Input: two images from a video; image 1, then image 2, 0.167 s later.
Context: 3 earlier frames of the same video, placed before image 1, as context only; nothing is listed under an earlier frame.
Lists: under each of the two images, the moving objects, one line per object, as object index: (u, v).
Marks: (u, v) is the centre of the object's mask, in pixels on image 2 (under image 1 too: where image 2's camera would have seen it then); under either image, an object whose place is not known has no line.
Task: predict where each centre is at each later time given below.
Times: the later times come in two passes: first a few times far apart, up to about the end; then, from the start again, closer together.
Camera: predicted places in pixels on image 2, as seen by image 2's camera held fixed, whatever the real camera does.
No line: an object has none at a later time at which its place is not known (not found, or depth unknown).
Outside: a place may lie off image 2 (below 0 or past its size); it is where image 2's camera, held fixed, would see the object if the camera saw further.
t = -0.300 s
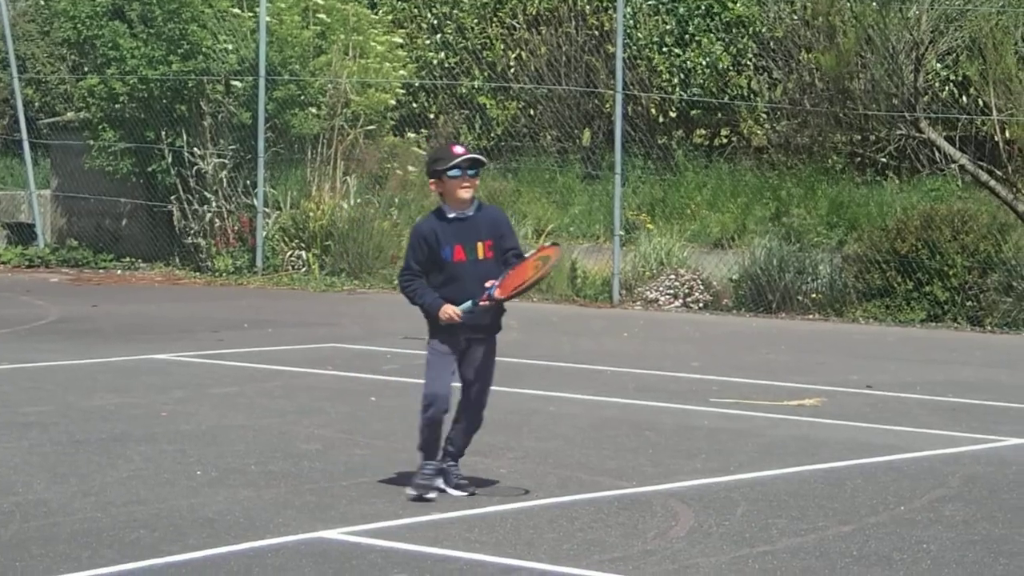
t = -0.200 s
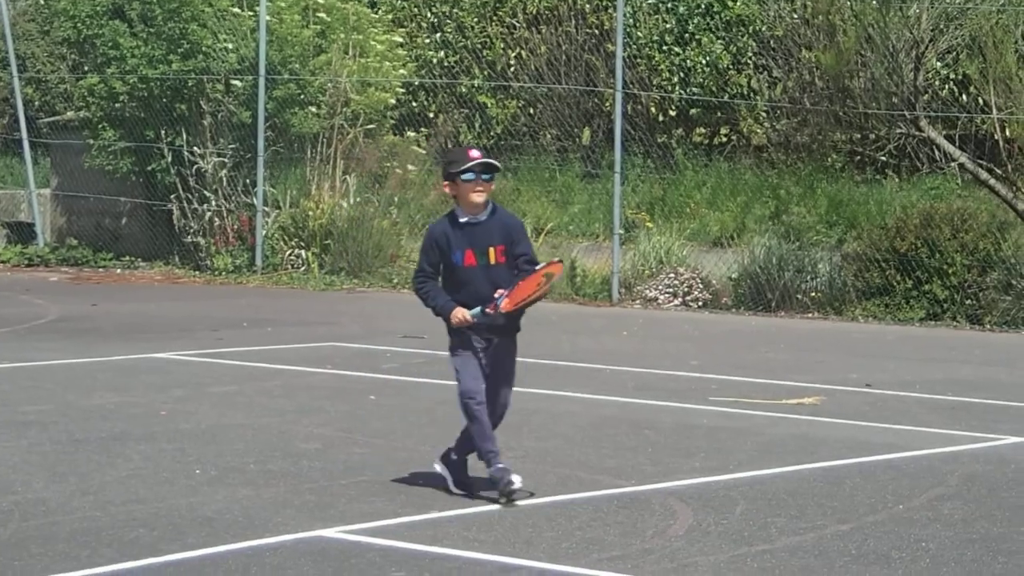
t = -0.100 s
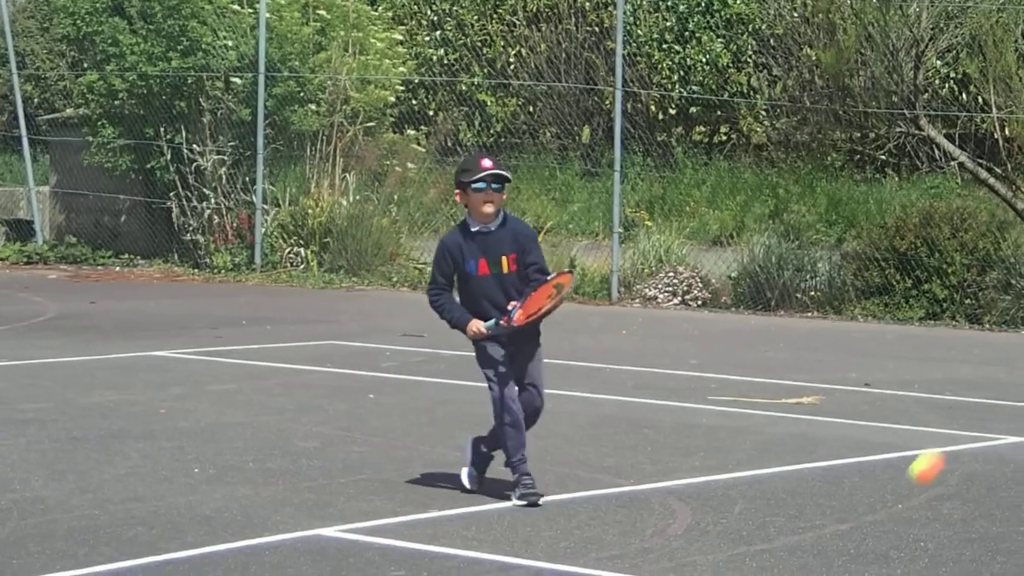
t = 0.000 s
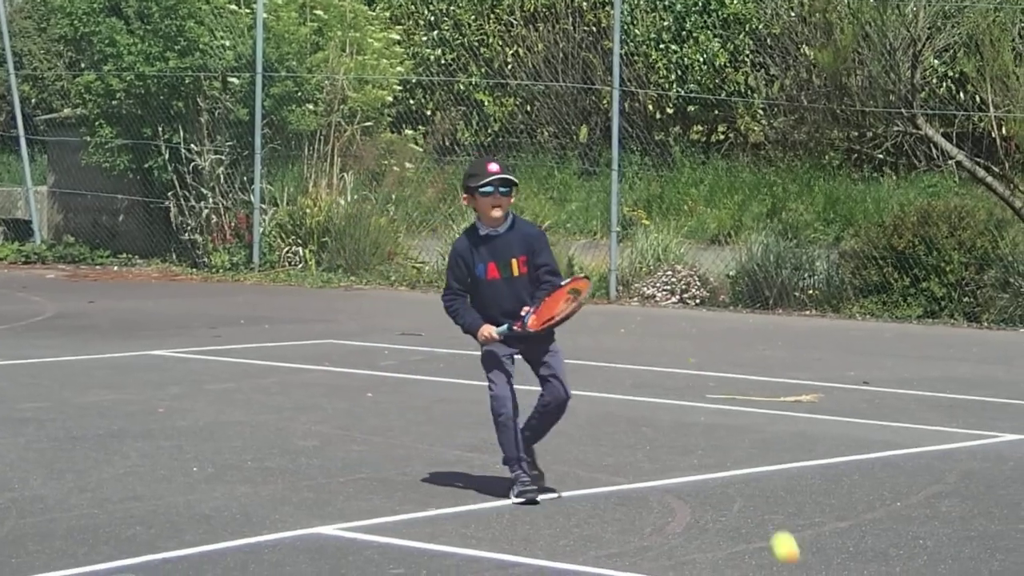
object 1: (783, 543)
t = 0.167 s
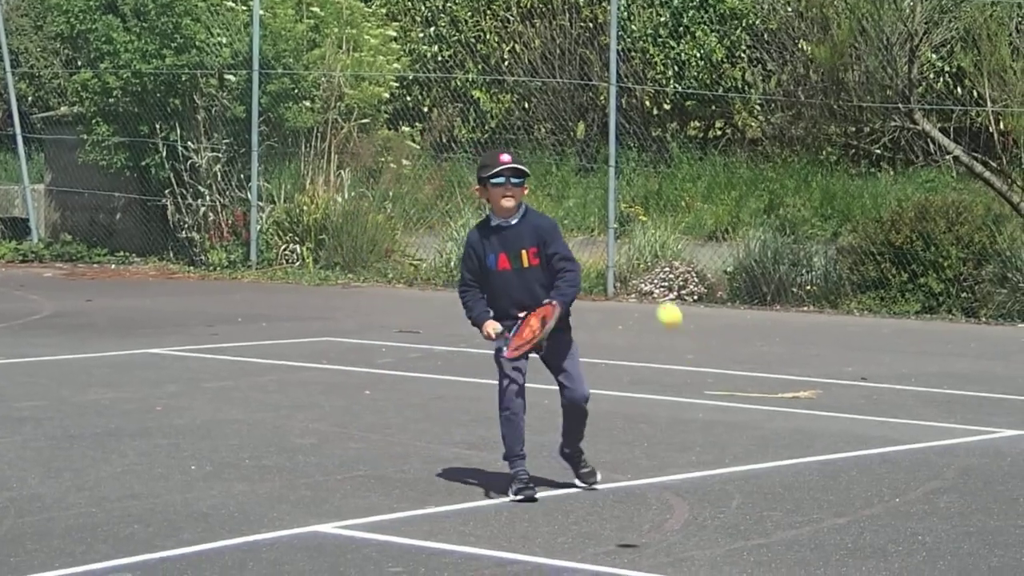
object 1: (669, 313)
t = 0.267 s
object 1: (609, 236)
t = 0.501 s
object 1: (488, 199)
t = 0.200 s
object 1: (647, 284)
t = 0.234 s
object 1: (628, 257)
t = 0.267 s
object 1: (609, 236)
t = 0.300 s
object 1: (589, 220)
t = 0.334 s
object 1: (572, 206)
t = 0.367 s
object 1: (554, 197)
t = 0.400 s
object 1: (537, 192)
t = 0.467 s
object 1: (504, 193)
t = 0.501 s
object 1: (488, 199)
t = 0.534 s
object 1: (473, 208)
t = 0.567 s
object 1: (459, 221)
